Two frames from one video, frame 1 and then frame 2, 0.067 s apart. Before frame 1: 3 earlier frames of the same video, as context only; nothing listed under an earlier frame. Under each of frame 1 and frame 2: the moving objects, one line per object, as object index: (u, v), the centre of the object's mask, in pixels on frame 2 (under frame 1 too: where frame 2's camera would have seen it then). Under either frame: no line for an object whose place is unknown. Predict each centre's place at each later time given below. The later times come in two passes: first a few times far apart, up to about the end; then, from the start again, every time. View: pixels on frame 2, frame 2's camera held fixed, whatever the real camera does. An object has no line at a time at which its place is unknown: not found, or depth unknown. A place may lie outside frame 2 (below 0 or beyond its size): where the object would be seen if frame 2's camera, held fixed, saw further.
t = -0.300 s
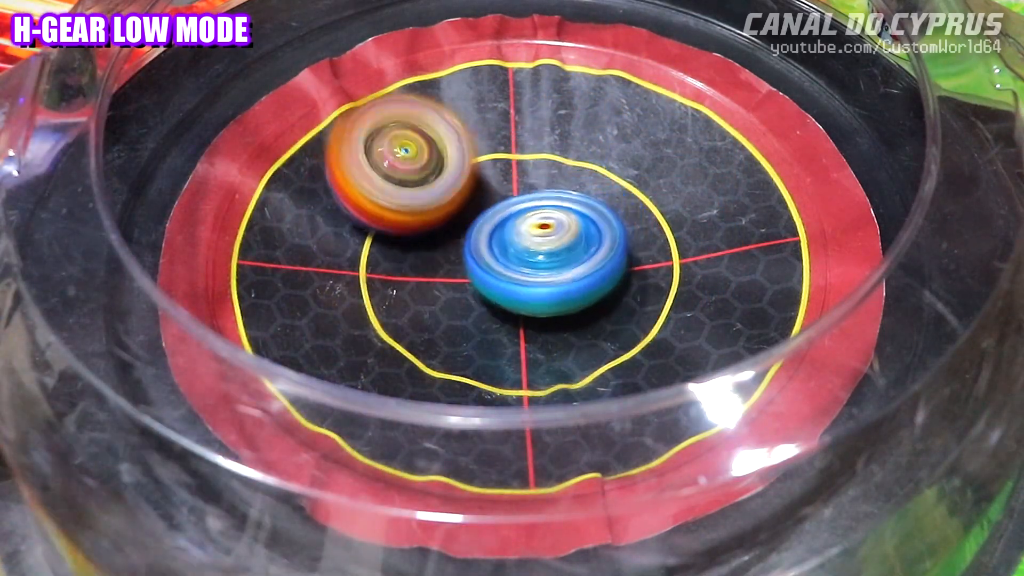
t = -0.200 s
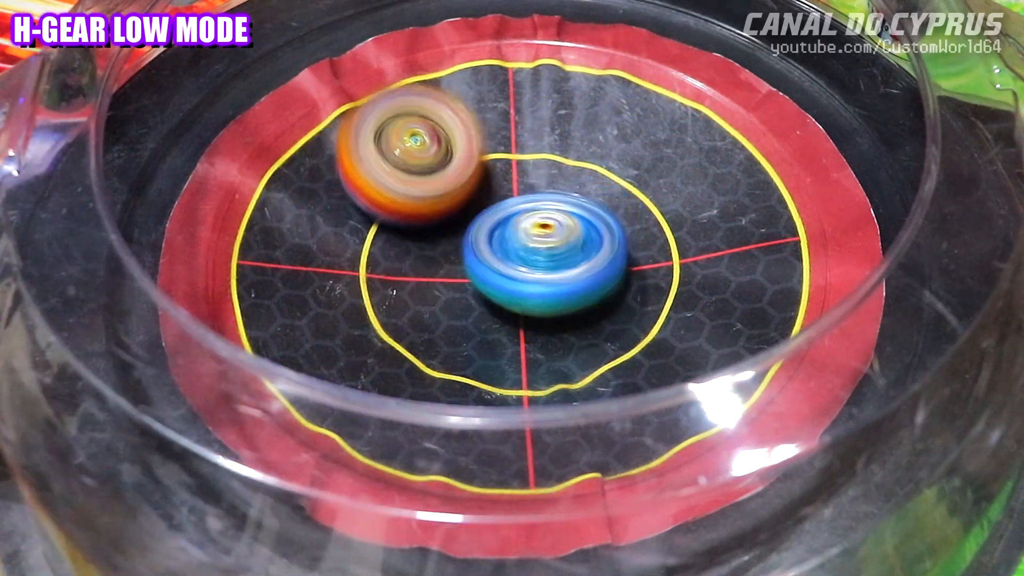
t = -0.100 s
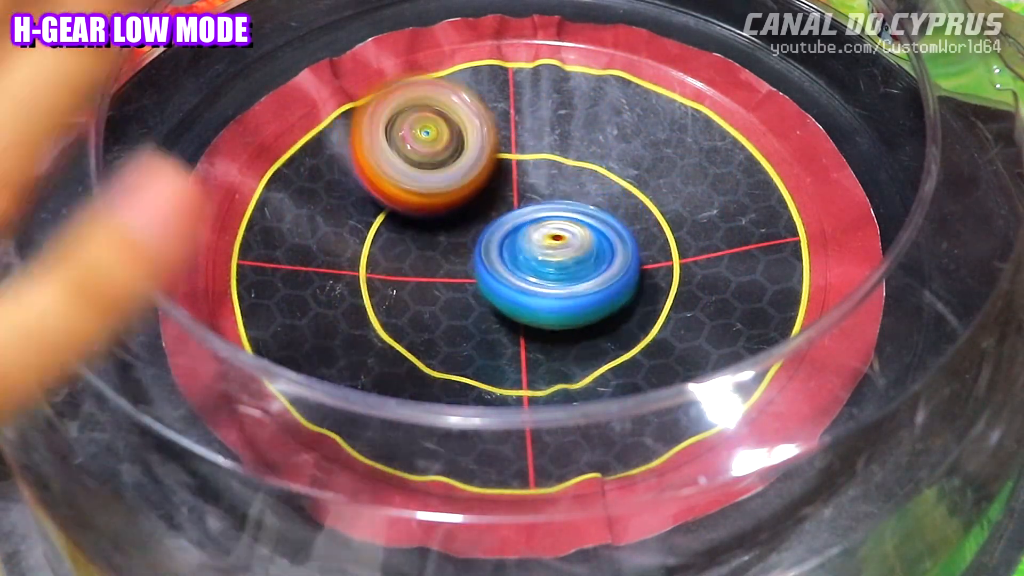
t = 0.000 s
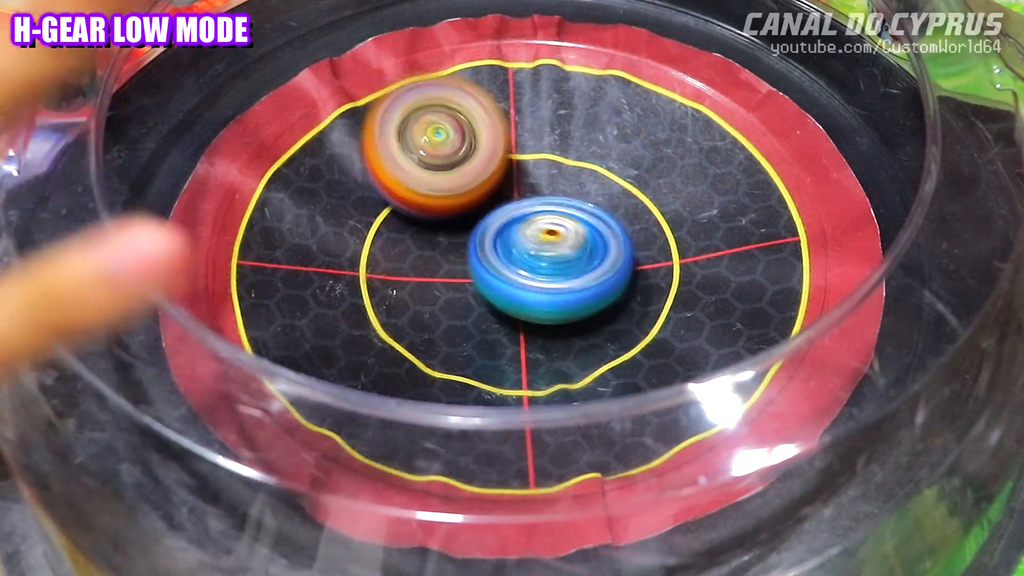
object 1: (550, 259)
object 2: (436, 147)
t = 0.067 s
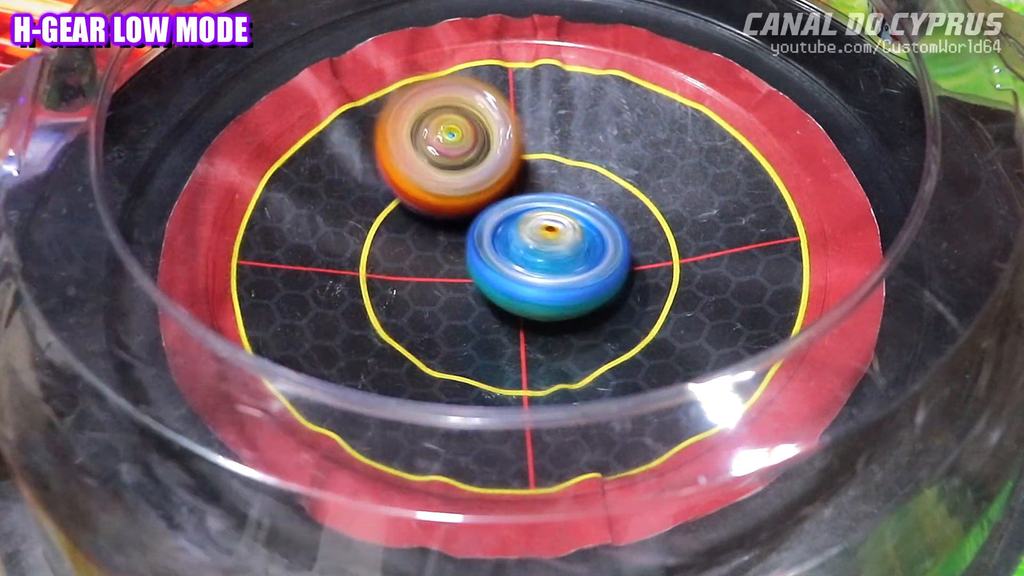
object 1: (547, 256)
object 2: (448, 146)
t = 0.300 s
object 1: (546, 262)
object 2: (476, 138)
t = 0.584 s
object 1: (549, 273)
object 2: (497, 120)
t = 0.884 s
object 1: (546, 296)
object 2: (534, 118)
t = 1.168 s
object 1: (548, 283)
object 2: (537, 149)
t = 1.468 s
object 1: (541, 320)
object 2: (524, 165)
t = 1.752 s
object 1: (515, 342)
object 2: (498, 163)
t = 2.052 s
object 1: (502, 312)
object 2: (469, 175)
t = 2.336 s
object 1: (505, 314)
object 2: (458, 186)
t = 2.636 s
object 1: (521, 306)
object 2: (461, 179)
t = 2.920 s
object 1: (532, 285)
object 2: (492, 147)
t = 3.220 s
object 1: (458, 256)
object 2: (547, 131)
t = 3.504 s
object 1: (482, 299)
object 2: (580, 175)
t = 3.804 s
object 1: (480, 312)
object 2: (581, 197)
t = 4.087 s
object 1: (470, 293)
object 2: (568, 189)
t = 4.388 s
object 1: (473, 284)
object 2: (556, 173)
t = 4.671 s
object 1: (440, 256)
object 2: (561, 181)
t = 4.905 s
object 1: (411, 241)
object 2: (626, 205)
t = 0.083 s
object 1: (547, 254)
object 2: (449, 144)
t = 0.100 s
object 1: (548, 255)
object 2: (452, 142)
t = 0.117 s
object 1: (548, 256)
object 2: (455, 142)
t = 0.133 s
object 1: (549, 257)
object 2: (456, 143)
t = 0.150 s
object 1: (547, 256)
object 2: (459, 143)
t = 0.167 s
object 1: (547, 258)
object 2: (461, 142)
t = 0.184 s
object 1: (546, 257)
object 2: (463, 141)
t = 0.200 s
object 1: (546, 257)
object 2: (465, 141)
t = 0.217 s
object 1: (545, 259)
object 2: (467, 140)
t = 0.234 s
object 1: (546, 260)
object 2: (468, 140)
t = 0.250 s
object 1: (545, 260)
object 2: (470, 140)
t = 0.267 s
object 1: (546, 260)
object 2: (473, 139)
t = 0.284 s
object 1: (545, 260)
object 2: (474, 139)
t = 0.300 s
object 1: (546, 262)
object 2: (476, 138)
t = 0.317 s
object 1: (547, 266)
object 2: (477, 132)
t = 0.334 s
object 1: (549, 270)
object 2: (478, 125)
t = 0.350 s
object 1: (550, 279)
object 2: (479, 119)
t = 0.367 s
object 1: (551, 282)
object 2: (482, 115)
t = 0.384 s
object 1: (552, 284)
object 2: (484, 114)
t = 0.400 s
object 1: (551, 284)
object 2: (486, 113)
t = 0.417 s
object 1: (551, 286)
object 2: (486, 114)
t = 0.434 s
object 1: (550, 286)
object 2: (487, 113)
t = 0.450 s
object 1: (551, 287)
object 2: (488, 114)
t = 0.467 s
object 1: (550, 285)
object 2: (489, 114)
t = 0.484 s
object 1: (551, 284)
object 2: (490, 115)
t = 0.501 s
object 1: (550, 281)
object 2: (490, 115)
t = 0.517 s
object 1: (551, 280)
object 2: (493, 116)
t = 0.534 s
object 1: (550, 279)
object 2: (493, 116)
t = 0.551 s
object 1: (550, 277)
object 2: (495, 117)
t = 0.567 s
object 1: (550, 275)
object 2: (495, 117)
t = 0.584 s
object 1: (549, 273)
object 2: (497, 120)
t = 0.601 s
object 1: (549, 272)
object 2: (498, 122)
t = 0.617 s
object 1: (548, 270)
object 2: (501, 122)
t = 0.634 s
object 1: (548, 269)
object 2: (502, 124)
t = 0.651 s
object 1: (547, 267)
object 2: (504, 124)
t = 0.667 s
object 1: (547, 266)
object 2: (506, 126)
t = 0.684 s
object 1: (546, 264)
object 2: (508, 129)
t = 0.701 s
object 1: (547, 264)
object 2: (510, 130)
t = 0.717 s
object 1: (546, 263)
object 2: (513, 132)
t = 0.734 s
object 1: (547, 265)
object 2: (516, 132)
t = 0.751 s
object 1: (547, 266)
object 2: (517, 133)
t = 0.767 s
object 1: (547, 269)
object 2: (518, 133)
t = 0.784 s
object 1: (548, 273)
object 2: (521, 130)
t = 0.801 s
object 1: (547, 278)
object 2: (523, 124)
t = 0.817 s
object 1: (547, 288)
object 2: (527, 120)
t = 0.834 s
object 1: (547, 291)
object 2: (530, 117)
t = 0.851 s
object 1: (547, 293)
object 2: (533, 117)
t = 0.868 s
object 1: (546, 295)
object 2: (534, 118)
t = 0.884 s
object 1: (546, 296)
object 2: (534, 118)
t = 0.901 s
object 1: (546, 296)
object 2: (535, 118)
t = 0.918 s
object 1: (546, 296)
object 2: (535, 119)
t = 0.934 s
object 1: (546, 295)
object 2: (536, 120)
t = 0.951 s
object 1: (546, 292)
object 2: (536, 122)
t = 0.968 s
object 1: (547, 291)
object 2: (536, 122)
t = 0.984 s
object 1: (547, 290)
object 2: (537, 124)
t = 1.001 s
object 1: (548, 289)
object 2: (537, 125)
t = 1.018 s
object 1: (548, 287)
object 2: (537, 128)
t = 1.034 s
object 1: (549, 286)
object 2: (538, 129)
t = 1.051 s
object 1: (548, 284)
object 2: (538, 132)
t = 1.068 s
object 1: (549, 283)
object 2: (538, 133)
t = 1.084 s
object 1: (549, 282)
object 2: (538, 135)
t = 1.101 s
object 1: (549, 281)
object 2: (538, 137)
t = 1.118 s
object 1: (549, 280)
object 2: (538, 140)
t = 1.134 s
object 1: (548, 279)
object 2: (537, 143)
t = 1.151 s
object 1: (548, 281)
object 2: (538, 146)
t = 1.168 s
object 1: (548, 283)
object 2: (537, 149)
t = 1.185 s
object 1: (547, 284)
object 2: (537, 151)
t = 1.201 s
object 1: (547, 286)
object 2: (536, 153)
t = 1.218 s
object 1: (546, 289)
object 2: (536, 153)
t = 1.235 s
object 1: (545, 292)
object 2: (536, 154)
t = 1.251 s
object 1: (545, 294)
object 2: (535, 155)
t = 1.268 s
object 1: (544, 296)
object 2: (535, 157)
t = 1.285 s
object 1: (543, 298)
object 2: (534, 160)
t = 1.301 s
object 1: (543, 299)
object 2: (533, 161)
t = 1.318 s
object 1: (543, 297)
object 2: (531, 163)
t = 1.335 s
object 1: (543, 298)
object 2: (531, 164)
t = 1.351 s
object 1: (543, 304)
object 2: (531, 164)
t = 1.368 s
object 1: (544, 308)
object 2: (531, 161)
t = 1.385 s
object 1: (543, 313)
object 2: (531, 160)
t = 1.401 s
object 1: (544, 317)
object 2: (531, 160)
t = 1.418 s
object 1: (543, 321)
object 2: (529, 163)
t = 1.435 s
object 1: (542, 322)
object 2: (528, 163)
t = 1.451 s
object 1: (542, 322)
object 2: (526, 165)
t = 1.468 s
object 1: (541, 320)
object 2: (524, 165)
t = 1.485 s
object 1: (542, 319)
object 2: (523, 168)
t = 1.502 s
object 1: (540, 317)
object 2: (521, 169)
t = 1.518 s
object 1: (540, 315)
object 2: (519, 172)
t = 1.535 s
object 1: (538, 313)
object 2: (518, 172)
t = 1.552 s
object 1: (537, 310)
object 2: (516, 174)
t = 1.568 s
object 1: (537, 307)
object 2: (515, 175)
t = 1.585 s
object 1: (534, 303)
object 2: (512, 176)
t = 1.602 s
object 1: (532, 308)
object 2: (511, 174)
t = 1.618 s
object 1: (530, 318)
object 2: (511, 166)
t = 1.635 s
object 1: (528, 324)
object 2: (510, 162)
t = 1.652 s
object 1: (525, 330)
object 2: (509, 157)
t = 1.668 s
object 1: (524, 335)
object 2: (508, 158)
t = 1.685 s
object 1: (520, 340)
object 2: (506, 157)
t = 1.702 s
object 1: (519, 341)
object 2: (504, 160)
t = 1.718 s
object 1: (517, 342)
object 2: (503, 161)
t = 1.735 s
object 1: (515, 342)
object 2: (500, 163)
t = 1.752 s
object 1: (515, 342)
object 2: (498, 163)
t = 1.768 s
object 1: (514, 342)
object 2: (496, 164)
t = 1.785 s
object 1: (513, 340)
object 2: (494, 166)
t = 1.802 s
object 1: (512, 338)
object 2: (492, 166)
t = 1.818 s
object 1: (512, 335)
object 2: (490, 169)
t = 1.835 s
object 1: (512, 332)
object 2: (488, 169)
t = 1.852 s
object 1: (511, 328)
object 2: (486, 173)
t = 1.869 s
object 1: (511, 323)
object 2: (485, 173)
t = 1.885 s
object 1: (510, 318)
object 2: (483, 176)
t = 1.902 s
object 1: (510, 313)
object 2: (480, 178)
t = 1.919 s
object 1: (510, 307)
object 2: (479, 179)
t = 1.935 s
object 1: (509, 304)
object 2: (477, 182)
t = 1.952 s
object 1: (508, 305)
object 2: (475, 176)
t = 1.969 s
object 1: (506, 309)
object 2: (475, 171)
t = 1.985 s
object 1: (505, 311)
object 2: (474, 169)
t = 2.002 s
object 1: (504, 313)
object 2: (474, 170)
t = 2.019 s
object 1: (503, 314)
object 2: (473, 172)
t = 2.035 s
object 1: (502, 313)
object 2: (471, 173)
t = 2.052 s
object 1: (502, 312)
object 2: (469, 175)
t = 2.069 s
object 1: (501, 310)
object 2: (467, 176)
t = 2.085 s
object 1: (501, 308)
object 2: (465, 179)
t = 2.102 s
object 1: (501, 306)
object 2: (464, 180)
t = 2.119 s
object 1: (500, 304)
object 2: (463, 182)
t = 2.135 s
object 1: (501, 304)
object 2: (461, 183)
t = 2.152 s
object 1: (501, 303)
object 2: (460, 182)
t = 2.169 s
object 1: (502, 303)
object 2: (460, 183)
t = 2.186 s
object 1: (502, 306)
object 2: (460, 183)
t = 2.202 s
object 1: (502, 306)
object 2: (459, 184)
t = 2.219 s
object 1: (503, 306)
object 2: (459, 185)
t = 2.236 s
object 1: (503, 307)
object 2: (458, 184)
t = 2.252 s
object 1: (503, 306)
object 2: (458, 184)
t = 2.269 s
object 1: (503, 307)
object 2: (459, 184)
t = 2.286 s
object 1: (504, 311)
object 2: (458, 184)
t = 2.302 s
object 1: (504, 314)
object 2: (459, 184)
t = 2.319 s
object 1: (505, 315)
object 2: (459, 184)
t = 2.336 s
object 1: (505, 314)
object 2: (458, 186)
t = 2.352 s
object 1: (507, 313)
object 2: (457, 187)
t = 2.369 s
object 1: (506, 312)
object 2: (455, 187)
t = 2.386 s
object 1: (507, 311)
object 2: (455, 187)
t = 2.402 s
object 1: (507, 310)
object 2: (455, 187)
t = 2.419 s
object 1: (507, 309)
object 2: (454, 186)
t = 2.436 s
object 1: (509, 311)
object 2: (454, 184)
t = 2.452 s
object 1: (511, 314)
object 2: (455, 183)
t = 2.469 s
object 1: (512, 315)
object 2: (455, 184)
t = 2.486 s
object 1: (513, 314)
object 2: (456, 185)
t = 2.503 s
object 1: (514, 314)
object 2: (455, 185)
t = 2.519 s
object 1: (514, 312)
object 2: (454, 185)
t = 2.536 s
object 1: (515, 310)
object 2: (454, 184)
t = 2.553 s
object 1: (515, 308)
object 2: (455, 184)
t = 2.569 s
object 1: (516, 306)
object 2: (456, 183)
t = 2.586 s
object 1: (519, 308)
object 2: (460, 181)
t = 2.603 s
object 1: (520, 308)
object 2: (462, 179)
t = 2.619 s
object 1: (520, 306)
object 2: (462, 180)
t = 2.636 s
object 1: (521, 306)
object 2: (461, 179)
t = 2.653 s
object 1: (521, 304)
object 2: (461, 178)
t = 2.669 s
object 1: (522, 303)
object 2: (463, 176)
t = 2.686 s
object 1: (523, 302)
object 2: (464, 176)
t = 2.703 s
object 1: (523, 301)
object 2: (466, 174)
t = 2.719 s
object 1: (524, 300)
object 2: (467, 173)
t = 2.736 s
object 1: (526, 304)
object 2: (469, 170)
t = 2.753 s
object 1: (528, 305)
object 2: (471, 166)
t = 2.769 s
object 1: (530, 306)
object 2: (472, 164)
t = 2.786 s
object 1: (530, 306)
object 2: (474, 161)
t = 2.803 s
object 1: (530, 305)
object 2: (476, 159)
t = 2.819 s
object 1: (531, 304)
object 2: (478, 157)
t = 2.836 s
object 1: (531, 302)
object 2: (479, 155)
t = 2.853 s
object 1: (531, 299)
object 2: (481, 153)
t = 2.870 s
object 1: (532, 296)
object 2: (484, 151)
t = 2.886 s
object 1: (531, 293)
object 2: (486, 150)
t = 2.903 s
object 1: (531, 289)
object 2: (489, 148)
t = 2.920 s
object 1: (532, 285)
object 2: (492, 147)
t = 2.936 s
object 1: (531, 281)
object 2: (495, 145)
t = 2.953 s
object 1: (531, 277)
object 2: (497, 144)
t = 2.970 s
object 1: (531, 274)
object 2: (501, 142)
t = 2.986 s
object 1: (530, 271)
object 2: (505, 140)
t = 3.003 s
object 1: (527, 273)
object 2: (511, 138)
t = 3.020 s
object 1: (524, 273)
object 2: (516, 135)
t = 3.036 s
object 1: (520, 276)
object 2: (518, 130)
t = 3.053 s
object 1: (514, 277)
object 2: (523, 128)
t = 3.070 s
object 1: (508, 275)
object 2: (525, 128)
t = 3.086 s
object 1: (504, 274)
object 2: (528, 128)
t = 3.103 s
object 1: (498, 272)
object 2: (531, 128)
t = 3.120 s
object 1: (493, 269)
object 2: (532, 128)
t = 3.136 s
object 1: (488, 267)
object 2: (534, 128)
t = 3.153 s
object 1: (482, 264)
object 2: (537, 128)
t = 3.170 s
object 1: (477, 262)
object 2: (539, 128)
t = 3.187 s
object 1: (470, 259)
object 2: (541, 129)
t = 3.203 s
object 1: (465, 257)
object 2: (545, 130)
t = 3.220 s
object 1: (458, 256)
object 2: (547, 131)
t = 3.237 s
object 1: (452, 256)
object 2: (549, 132)
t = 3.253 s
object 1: (447, 255)
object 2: (552, 133)
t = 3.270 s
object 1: (443, 256)
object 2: (555, 135)
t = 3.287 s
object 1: (439, 258)
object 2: (557, 137)
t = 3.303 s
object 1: (437, 261)
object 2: (559, 138)
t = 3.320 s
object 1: (436, 263)
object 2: (562, 142)
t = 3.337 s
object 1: (437, 266)
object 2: (564, 145)
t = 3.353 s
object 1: (439, 270)
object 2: (566, 147)
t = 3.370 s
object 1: (441, 273)
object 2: (567, 152)
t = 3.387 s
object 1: (444, 276)
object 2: (568, 156)
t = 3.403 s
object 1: (449, 277)
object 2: (569, 158)
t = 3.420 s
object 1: (454, 281)
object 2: (570, 163)
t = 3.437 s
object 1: (462, 282)
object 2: (571, 167)
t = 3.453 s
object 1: (471, 285)
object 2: (572, 169)
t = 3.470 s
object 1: (480, 285)
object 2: (574, 174)
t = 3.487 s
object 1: (484, 289)
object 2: (575, 176)
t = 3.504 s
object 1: (482, 299)
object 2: (580, 175)
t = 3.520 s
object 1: (481, 304)
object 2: (586, 174)
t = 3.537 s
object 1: (480, 308)
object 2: (591, 173)
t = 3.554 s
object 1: (481, 315)
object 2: (592, 174)
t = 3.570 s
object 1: (483, 318)
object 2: (593, 177)
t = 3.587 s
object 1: (485, 318)
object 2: (593, 182)
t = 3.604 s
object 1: (488, 318)
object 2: (592, 186)
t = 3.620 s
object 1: (491, 317)
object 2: (590, 189)
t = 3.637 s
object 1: (495, 315)
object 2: (589, 194)
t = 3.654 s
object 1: (499, 313)
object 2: (588, 195)
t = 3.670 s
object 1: (499, 313)
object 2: (586, 196)
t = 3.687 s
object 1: (494, 315)
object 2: (588, 193)
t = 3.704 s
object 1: (490, 318)
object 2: (588, 191)
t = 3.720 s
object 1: (486, 319)
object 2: (590, 189)
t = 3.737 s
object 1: (484, 320)
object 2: (591, 188)
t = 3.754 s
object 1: (483, 320)
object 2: (590, 192)
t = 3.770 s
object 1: (480, 318)
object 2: (587, 194)
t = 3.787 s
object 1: (480, 315)
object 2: (584, 194)
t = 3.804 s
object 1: (480, 312)
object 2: (581, 197)
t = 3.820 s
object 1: (481, 310)
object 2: (577, 199)
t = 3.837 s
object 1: (480, 308)
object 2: (576, 199)
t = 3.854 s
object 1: (475, 310)
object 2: (580, 195)
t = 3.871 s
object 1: (472, 309)
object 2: (580, 194)
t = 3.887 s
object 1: (469, 309)
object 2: (580, 193)
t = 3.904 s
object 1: (467, 311)
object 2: (581, 192)
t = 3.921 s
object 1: (467, 311)
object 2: (580, 192)
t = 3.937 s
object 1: (468, 308)
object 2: (579, 194)
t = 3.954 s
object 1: (469, 306)
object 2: (576, 194)
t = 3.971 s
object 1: (472, 302)
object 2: (572, 194)
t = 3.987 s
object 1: (475, 300)
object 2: (571, 193)
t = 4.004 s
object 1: (478, 297)
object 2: (569, 195)
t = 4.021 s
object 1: (477, 298)
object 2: (569, 191)
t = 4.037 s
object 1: (475, 296)
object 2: (569, 189)
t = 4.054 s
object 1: (472, 294)
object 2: (570, 189)
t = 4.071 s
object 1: (471, 294)
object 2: (569, 190)
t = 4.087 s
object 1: (470, 293)
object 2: (568, 189)
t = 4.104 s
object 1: (471, 292)
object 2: (564, 188)
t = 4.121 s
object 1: (471, 290)
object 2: (564, 187)
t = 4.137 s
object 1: (469, 291)
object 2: (565, 184)
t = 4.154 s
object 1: (467, 291)
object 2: (564, 182)
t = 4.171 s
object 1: (466, 291)
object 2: (563, 181)
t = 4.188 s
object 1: (467, 290)
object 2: (562, 180)
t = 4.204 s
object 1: (468, 289)
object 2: (559, 179)
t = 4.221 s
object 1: (470, 288)
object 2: (557, 179)
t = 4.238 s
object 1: (469, 288)
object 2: (558, 177)
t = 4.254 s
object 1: (467, 289)
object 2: (560, 176)
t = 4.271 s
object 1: (468, 289)
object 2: (560, 175)
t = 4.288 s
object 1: (468, 288)
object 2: (559, 176)
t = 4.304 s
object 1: (470, 287)
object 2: (558, 176)
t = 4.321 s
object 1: (472, 286)
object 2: (556, 174)
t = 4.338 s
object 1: (472, 286)
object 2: (556, 174)
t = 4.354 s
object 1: (472, 285)
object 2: (556, 173)
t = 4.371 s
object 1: (472, 285)
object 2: (556, 173)
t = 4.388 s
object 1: (473, 284)
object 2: (556, 173)
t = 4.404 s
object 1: (473, 283)
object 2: (557, 173)
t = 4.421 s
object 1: (469, 282)
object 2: (558, 172)
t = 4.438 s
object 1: (467, 280)
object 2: (560, 172)
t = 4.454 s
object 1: (465, 279)
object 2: (561, 173)
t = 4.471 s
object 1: (462, 276)
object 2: (561, 172)
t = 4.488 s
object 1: (458, 271)
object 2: (560, 172)
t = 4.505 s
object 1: (455, 267)
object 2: (559, 171)
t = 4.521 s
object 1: (452, 264)
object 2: (558, 170)
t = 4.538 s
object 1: (446, 262)
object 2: (559, 169)
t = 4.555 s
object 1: (440, 261)
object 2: (564, 167)
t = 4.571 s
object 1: (436, 261)
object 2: (566, 169)
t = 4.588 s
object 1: (433, 262)
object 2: (566, 172)
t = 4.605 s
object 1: (433, 261)
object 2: (565, 175)
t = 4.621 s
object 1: (434, 260)
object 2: (563, 176)
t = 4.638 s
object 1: (437, 259)
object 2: (563, 179)
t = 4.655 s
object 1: (440, 257)
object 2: (561, 182)
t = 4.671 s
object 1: (440, 256)
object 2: (561, 181)
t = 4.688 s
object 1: (435, 256)
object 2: (569, 179)
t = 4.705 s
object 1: (431, 258)
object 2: (574, 180)
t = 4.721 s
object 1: (430, 257)
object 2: (577, 183)
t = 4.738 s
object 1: (430, 256)
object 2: (577, 186)
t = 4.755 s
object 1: (432, 255)
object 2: (575, 188)
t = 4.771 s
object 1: (435, 255)
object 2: (573, 190)
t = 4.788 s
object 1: (438, 253)
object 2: (571, 190)
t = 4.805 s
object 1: (439, 252)
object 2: (571, 194)
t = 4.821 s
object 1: (434, 249)
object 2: (578, 196)
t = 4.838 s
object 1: (426, 247)
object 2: (589, 199)
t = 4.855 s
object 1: (419, 246)
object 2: (600, 200)
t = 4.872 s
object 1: (415, 244)
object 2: (610, 202)
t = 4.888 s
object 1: (412, 242)
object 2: (619, 203)
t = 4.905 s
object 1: (411, 241)
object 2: (626, 205)
